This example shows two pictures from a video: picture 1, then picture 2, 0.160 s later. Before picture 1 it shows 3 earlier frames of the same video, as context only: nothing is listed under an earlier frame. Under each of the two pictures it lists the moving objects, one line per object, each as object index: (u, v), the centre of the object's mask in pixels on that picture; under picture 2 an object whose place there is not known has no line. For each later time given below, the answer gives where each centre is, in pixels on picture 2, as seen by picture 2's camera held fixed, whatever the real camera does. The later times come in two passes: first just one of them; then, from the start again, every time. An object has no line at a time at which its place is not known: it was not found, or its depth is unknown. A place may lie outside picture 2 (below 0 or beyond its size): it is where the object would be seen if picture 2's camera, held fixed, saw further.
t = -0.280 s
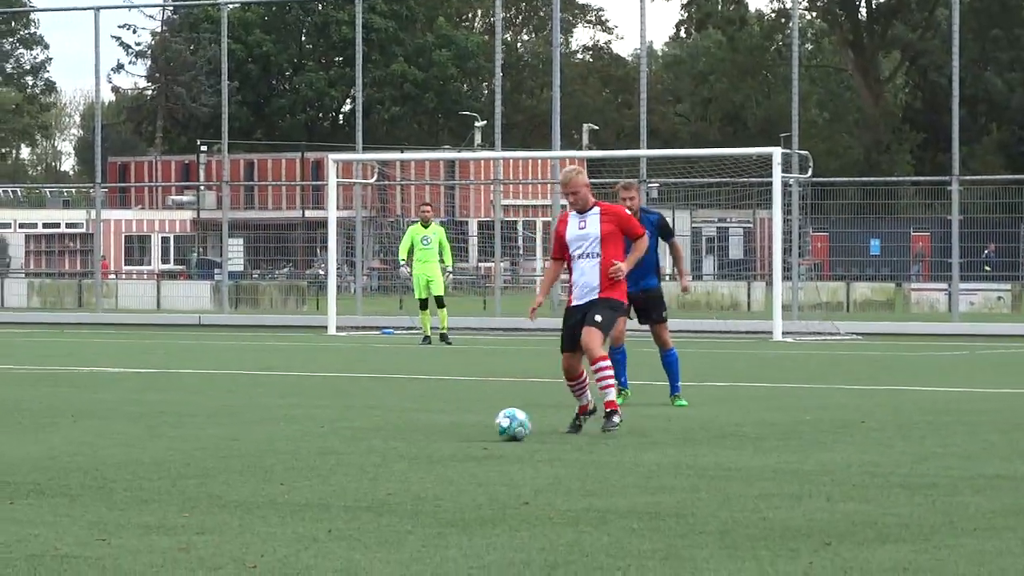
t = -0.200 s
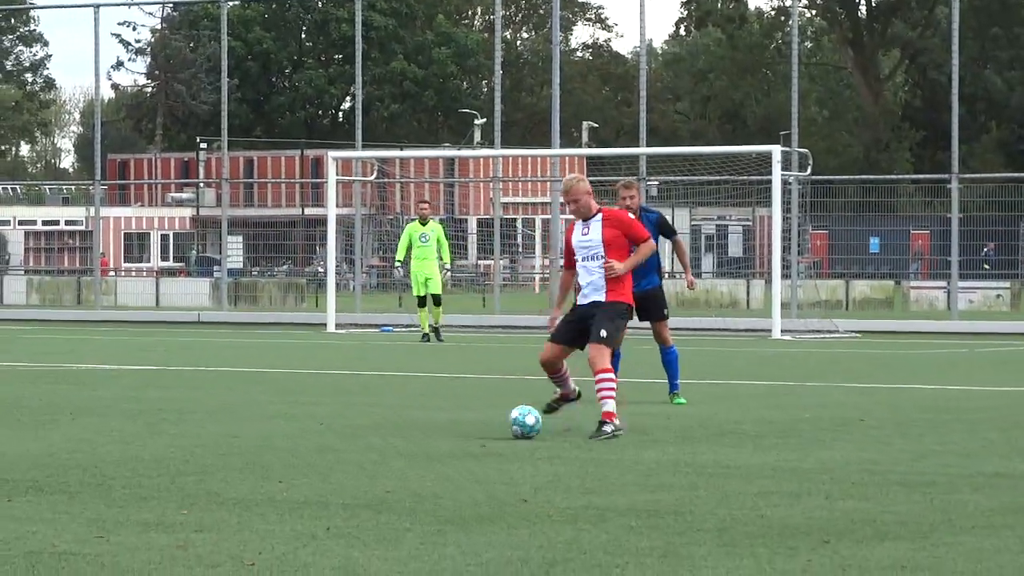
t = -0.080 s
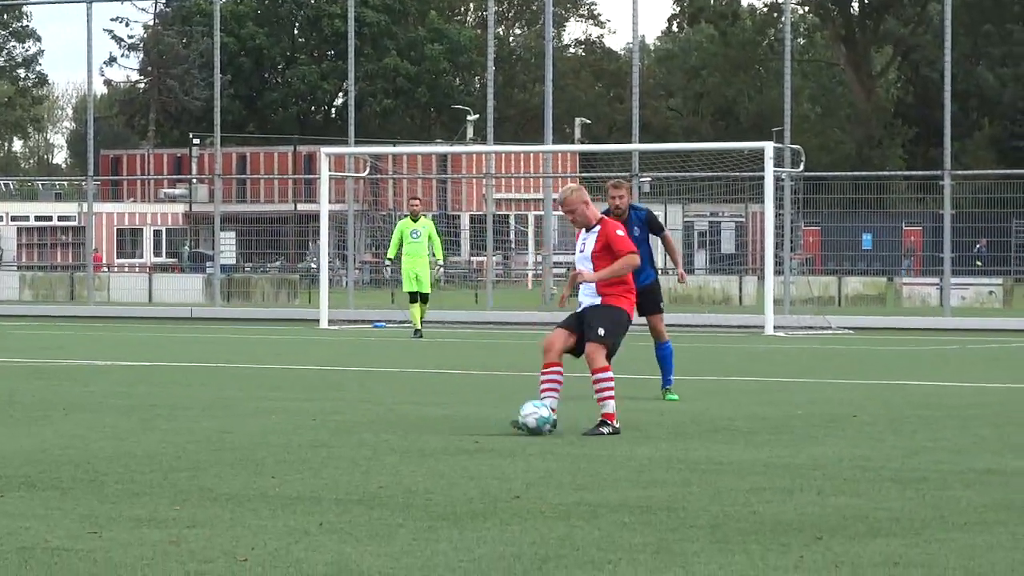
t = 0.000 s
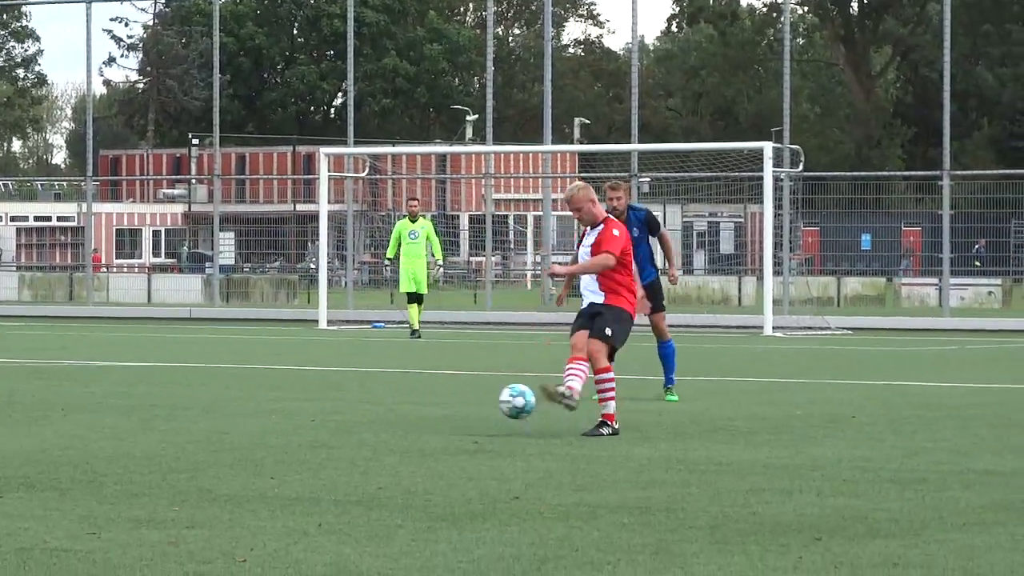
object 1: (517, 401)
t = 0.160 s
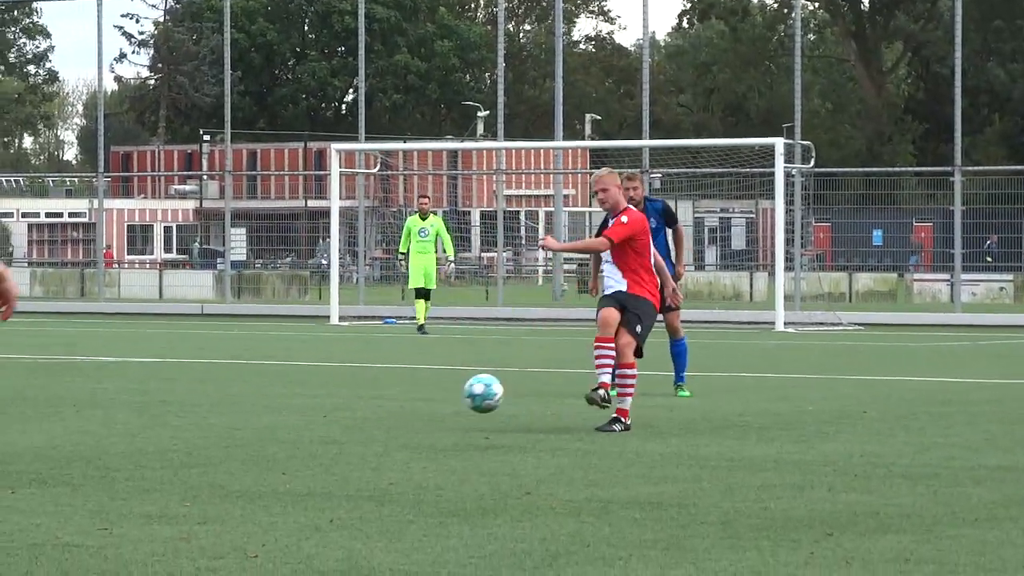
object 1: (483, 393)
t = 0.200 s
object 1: (469, 399)
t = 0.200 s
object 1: (469, 399)
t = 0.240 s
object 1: (454, 409)
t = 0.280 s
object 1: (437, 421)
